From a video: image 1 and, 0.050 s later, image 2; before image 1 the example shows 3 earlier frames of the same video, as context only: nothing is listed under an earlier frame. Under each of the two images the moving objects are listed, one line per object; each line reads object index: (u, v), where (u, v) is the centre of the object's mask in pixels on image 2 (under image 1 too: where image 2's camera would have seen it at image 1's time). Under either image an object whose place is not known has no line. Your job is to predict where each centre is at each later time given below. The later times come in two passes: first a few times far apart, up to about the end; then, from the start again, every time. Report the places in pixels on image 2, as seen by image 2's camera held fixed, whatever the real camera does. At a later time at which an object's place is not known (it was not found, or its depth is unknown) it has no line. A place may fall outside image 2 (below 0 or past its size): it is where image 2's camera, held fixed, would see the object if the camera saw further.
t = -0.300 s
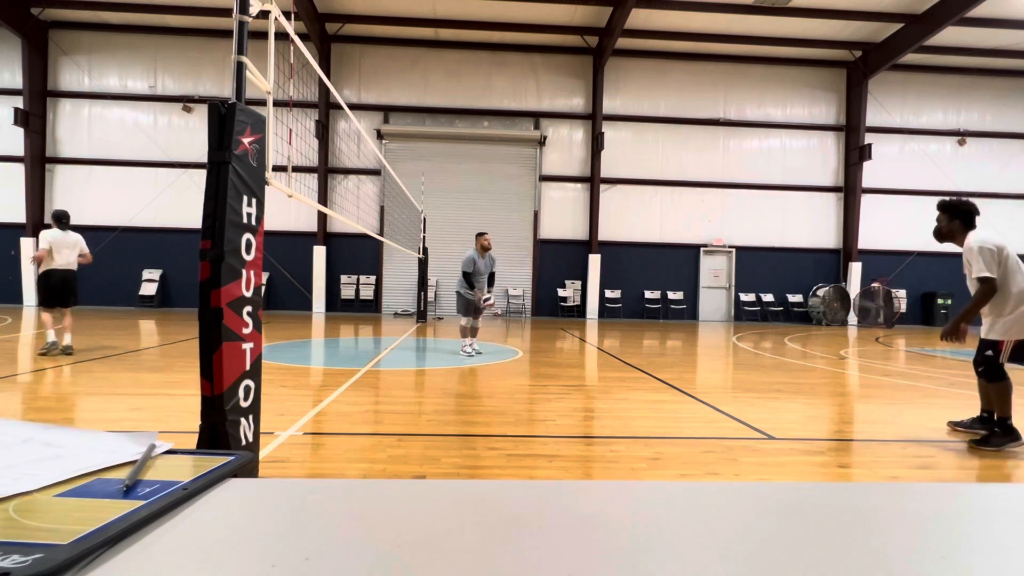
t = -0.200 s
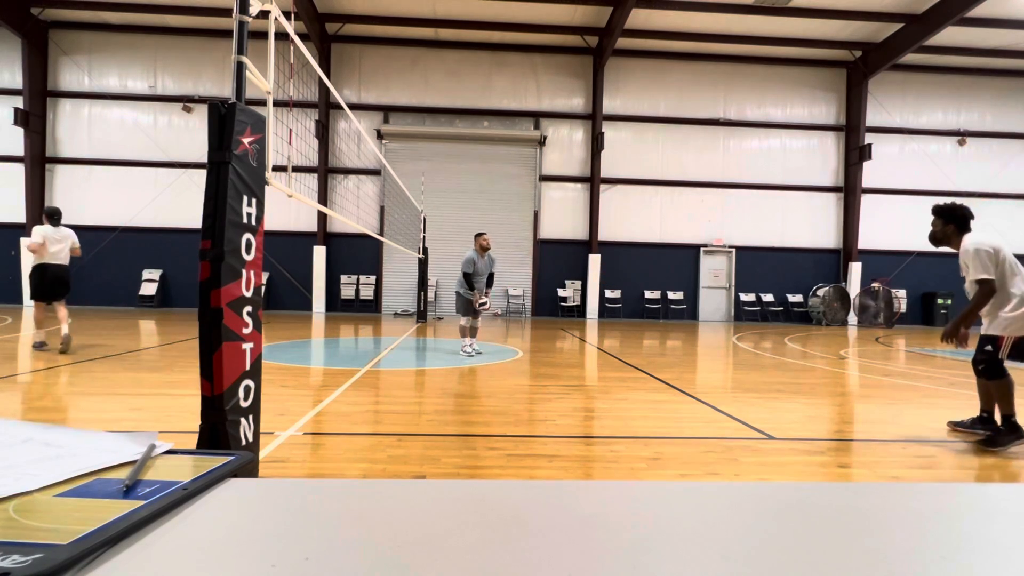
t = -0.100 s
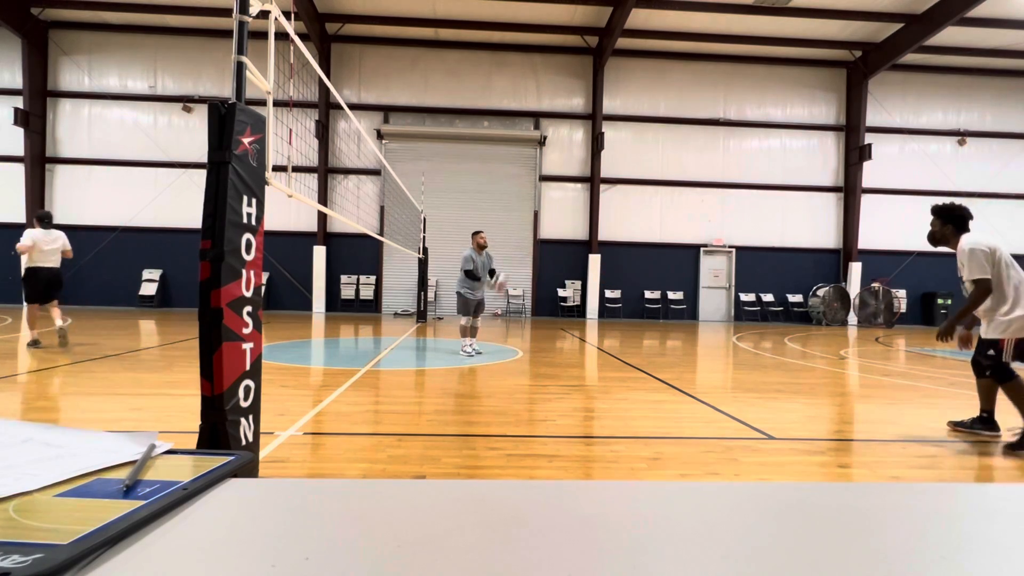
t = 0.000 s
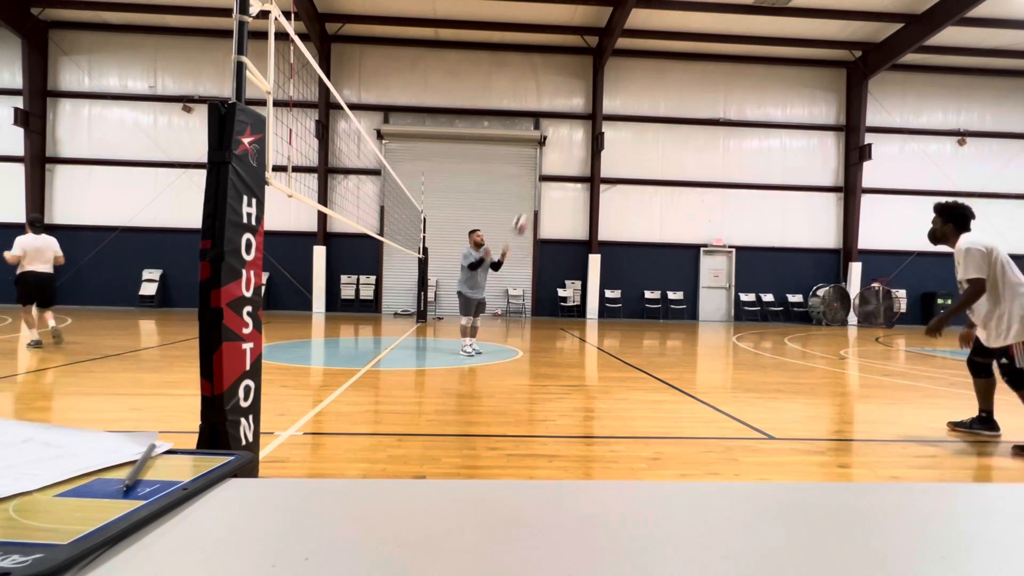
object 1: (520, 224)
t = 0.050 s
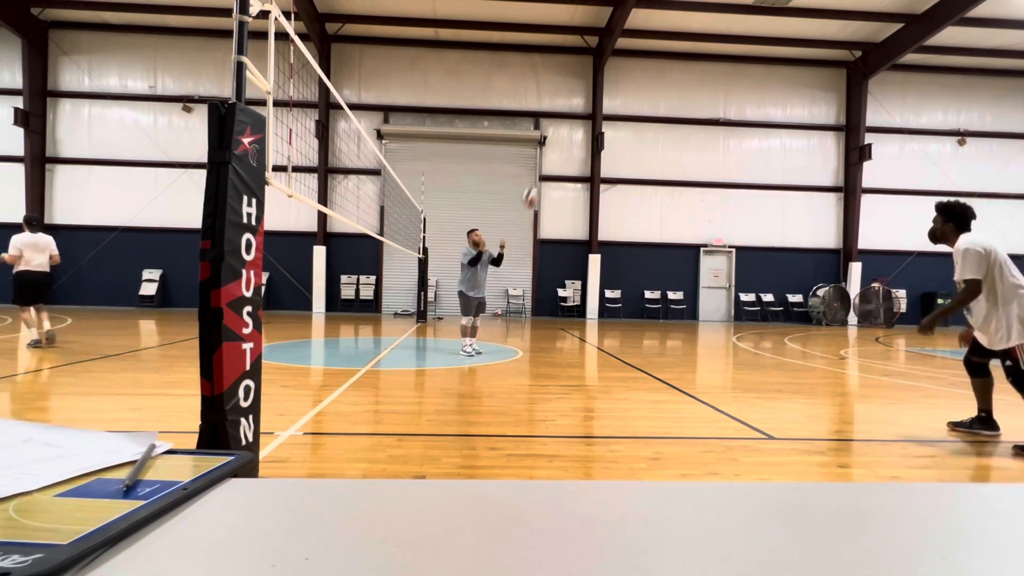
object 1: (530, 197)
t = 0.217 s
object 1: (566, 118)
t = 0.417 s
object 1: (612, 50)
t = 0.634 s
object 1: (667, 9)
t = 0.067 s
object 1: (533, 188)
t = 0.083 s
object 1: (538, 180)
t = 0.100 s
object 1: (540, 172)
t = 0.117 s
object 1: (544, 164)
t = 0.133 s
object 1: (547, 155)
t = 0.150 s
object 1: (551, 147)
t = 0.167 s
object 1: (555, 141)
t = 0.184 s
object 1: (559, 132)
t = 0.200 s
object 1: (563, 125)
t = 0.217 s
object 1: (566, 118)
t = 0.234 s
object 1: (570, 112)
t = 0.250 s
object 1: (574, 105)
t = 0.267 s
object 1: (578, 98)
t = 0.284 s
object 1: (582, 92)
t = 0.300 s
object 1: (585, 86)
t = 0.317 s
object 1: (590, 81)
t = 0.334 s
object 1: (593, 75)
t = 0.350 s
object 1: (597, 70)
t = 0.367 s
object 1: (600, 65)
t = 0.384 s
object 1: (604, 60)
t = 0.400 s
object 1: (608, 55)
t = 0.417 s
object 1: (612, 50)
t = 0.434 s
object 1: (616, 47)
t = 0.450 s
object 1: (620, 42)
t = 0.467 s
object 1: (624, 37)
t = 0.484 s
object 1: (629, 33)
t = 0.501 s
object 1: (633, 29)
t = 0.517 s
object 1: (636, 27)
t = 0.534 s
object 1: (640, 24)
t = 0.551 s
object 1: (645, 21)
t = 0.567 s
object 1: (649, 17)
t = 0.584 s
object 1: (654, 15)
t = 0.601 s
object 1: (658, 12)
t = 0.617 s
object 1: (663, 10)
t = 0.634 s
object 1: (667, 9)
